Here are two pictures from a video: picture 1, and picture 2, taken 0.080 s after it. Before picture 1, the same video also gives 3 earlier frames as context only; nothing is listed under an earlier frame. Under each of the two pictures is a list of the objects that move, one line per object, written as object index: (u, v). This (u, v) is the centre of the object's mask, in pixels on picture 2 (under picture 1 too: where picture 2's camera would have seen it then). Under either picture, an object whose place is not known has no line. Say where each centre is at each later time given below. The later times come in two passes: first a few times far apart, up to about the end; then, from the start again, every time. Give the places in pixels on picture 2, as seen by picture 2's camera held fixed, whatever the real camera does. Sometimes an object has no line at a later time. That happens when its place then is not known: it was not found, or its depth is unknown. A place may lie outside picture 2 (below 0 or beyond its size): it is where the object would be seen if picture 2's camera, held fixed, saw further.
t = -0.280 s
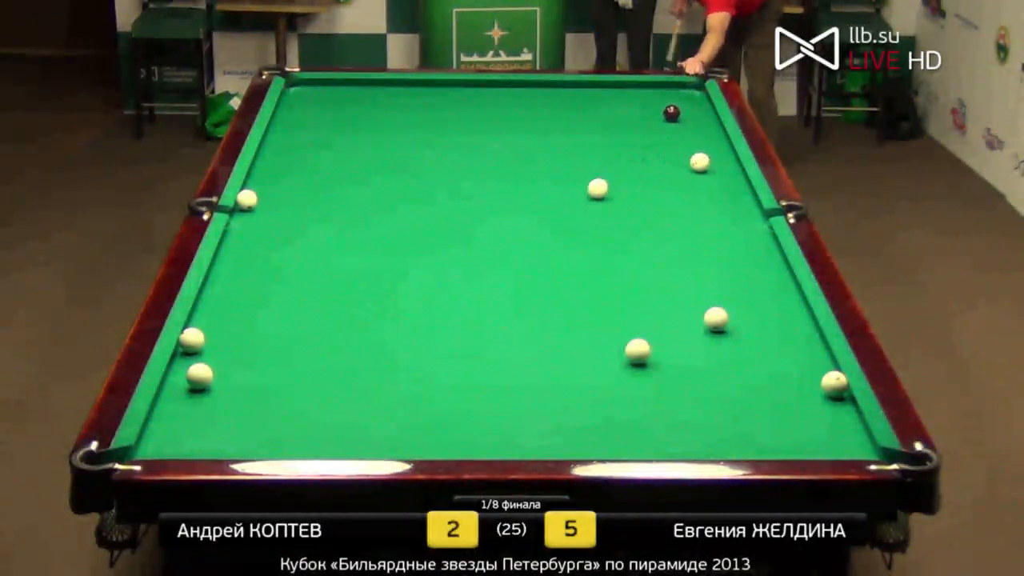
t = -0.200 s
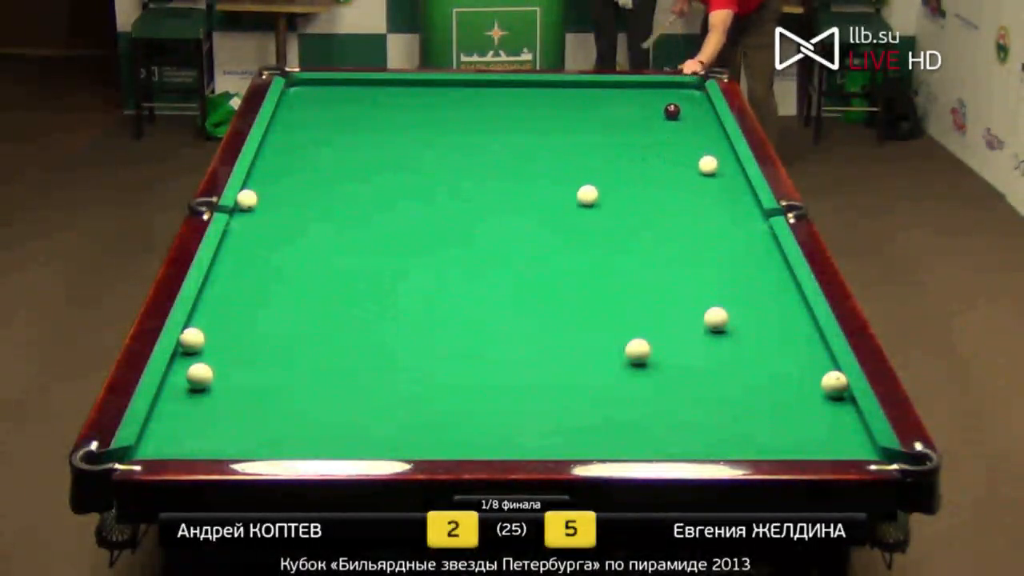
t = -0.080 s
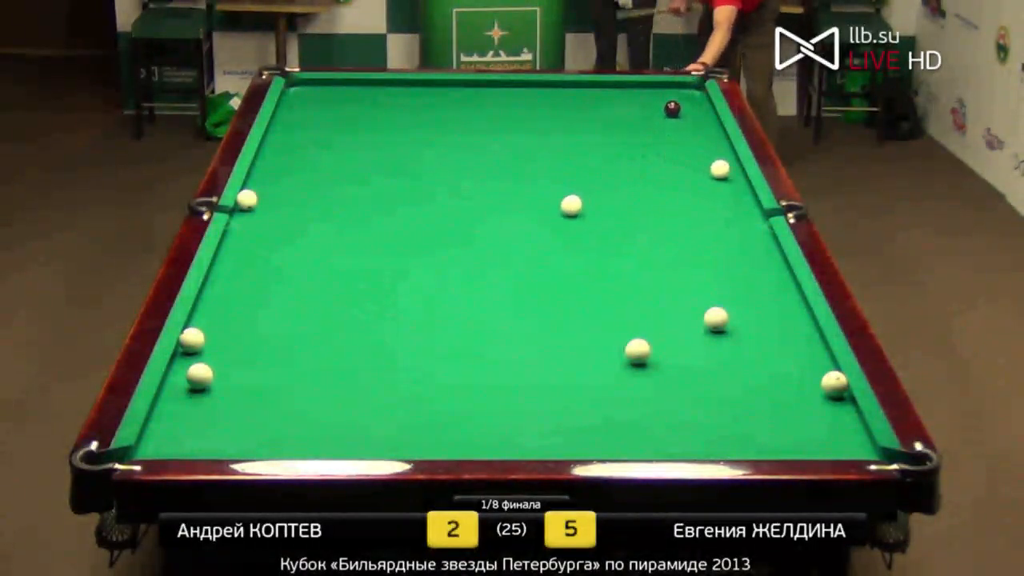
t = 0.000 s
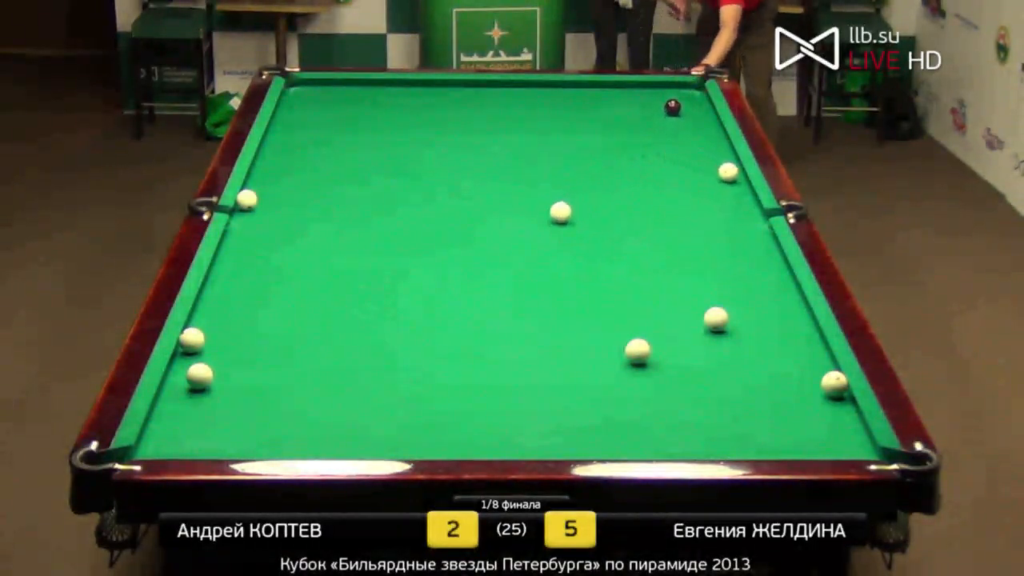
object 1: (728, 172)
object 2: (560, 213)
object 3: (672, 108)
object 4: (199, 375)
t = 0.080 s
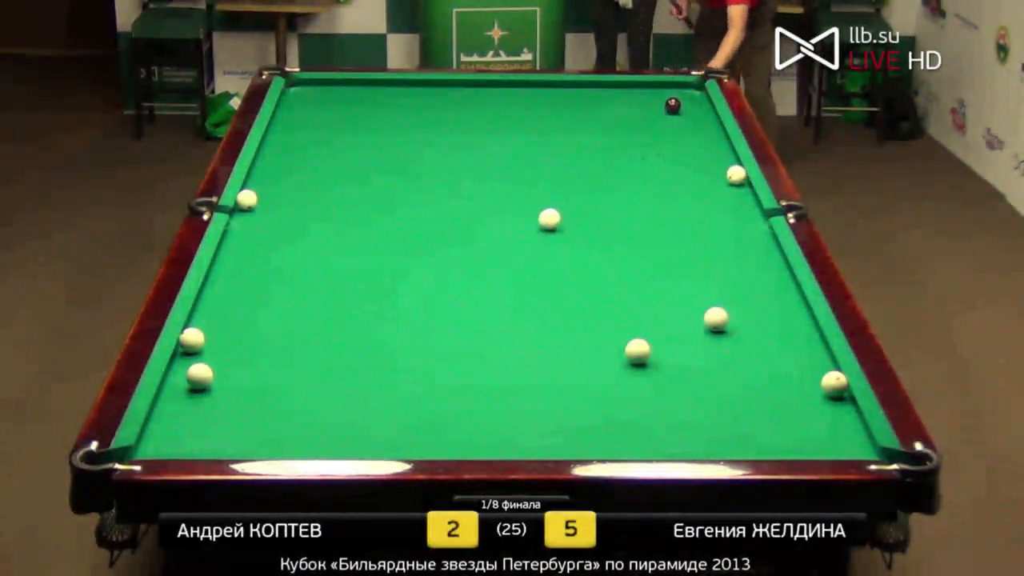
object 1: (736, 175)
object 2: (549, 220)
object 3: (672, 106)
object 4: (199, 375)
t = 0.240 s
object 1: (733, 179)
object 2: (526, 234)
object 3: (673, 102)
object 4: (199, 376)
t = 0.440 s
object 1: (727, 184)
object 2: (496, 253)
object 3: (673, 99)
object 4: (200, 375)
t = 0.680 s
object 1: (719, 190)
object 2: (458, 277)
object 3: (673, 96)
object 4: (200, 375)
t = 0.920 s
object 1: (712, 196)
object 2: (418, 302)
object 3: (673, 91)
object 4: (200, 375)
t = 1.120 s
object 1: (706, 201)
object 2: (382, 325)
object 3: (673, 89)
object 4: (200, 375)
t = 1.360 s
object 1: (699, 206)
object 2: (336, 353)
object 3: (673, 85)
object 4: (200, 375)
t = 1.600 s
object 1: (692, 211)
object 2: (288, 383)
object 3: (676, 85)
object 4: (199, 375)
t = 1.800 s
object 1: (686, 215)
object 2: (245, 410)
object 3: (679, 86)
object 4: (199, 375)
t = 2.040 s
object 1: (679, 220)
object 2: (191, 440)
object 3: (683, 88)
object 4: (199, 375)
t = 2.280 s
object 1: (673, 224)
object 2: (162, 435)
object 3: (685, 89)
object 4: (199, 375)
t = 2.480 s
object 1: (669, 227)
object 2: (164, 422)
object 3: (687, 89)
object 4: (199, 375)
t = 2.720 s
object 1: (663, 232)
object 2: (187, 404)
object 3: (690, 89)
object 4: (199, 375)
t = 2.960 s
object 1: (658, 235)
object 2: (207, 388)
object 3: (691, 90)
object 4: (198, 372)
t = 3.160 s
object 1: (655, 238)
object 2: (225, 382)
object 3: (692, 90)
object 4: (196, 373)
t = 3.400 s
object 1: (651, 241)
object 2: (252, 373)
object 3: (692, 90)
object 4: (191, 369)
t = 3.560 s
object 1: (648, 243)
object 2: (267, 369)
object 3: (692, 90)
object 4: (187, 367)
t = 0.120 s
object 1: (738, 176)
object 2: (544, 224)
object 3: (673, 105)
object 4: (200, 375)
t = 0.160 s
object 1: (736, 177)
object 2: (538, 227)
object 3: (673, 104)
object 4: (199, 375)
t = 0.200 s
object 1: (735, 178)
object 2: (532, 231)
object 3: (673, 103)
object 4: (199, 375)
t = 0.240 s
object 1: (733, 179)
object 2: (526, 234)
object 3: (673, 102)
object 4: (199, 376)
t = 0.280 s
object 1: (732, 180)
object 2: (521, 238)
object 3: (673, 102)
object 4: (199, 375)
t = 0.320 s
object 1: (731, 181)
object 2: (514, 242)
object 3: (673, 101)
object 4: (199, 375)
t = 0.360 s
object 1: (729, 182)
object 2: (508, 245)
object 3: (673, 100)
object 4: (200, 375)
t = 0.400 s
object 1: (728, 183)
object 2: (502, 249)
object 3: (673, 100)
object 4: (199, 375)
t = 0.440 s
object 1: (727, 184)
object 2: (496, 253)
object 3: (673, 99)
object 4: (200, 375)
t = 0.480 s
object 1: (726, 185)
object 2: (490, 257)
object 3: (673, 99)
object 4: (200, 375)
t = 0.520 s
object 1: (724, 186)
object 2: (484, 261)
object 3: (673, 98)
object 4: (199, 375)
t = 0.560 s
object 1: (723, 187)
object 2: (477, 265)
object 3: (673, 97)
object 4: (199, 375)
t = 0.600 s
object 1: (722, 189)
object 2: (471, 269)
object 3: (673, 97)
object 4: (200, 375)
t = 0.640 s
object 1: (720, 189)
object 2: (464, 273)
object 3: (673, 96)
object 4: (200, 375)
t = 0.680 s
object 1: (719, 190)
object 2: (458, 277)
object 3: (673, 96)
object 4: (200, 375)
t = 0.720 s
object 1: (718, 191)
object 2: (451, 281)
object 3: (673, 95)
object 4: (200, 375)
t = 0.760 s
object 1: (717, 192)
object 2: (445, 285)
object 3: (673, 94)
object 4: (199, 375)
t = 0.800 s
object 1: (716, 193)
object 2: (438, 290)
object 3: (673, 93)
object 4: (200, 375)
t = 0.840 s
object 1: (714, 194)
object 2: (431, 294)
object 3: (673, 92)
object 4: (200, 375)
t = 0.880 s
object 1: (713, 195)
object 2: (424, 298)
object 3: (673, 92)
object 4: (199, 375)
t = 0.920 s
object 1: (712, 196)
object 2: (418, 302)
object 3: (673, 91)
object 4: (200, 375)
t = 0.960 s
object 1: (711, 197)
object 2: (411, 307)
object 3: (673, 91)
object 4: (200, 375)
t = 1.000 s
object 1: (709, 197)
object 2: (403, 311)
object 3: (673, 91)
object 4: (199, 375)
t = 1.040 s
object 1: (708, 199)
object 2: (396, 316)
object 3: (672, 90)
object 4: (199, 375)
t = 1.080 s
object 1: (707, 200)
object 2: (389, 320)
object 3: (673, 89)
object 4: (200, 375)
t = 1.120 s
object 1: (706, 201)
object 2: (382, 325)
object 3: (673, 89)
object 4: (200, 375)
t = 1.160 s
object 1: (704, 201)
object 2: (375, 329)
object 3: (673, 88)
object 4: (200, 375)
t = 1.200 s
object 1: (703, 203)
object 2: (367, 334)
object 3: (673, 87)
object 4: (200, 375)
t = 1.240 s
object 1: (702, 203)
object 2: (359, 339)
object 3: (673, 87)
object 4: (200, 375)
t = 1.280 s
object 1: (701, 204)
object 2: (352, 343)
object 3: (673, 86)
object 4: (200, 375)
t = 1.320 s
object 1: (700, 205)
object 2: (344, 348)
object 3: (673, 86)
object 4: (199, 375)
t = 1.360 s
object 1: (699, 206)
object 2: (336, 353)
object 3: (673, 85)
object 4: (200, 375)
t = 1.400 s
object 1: (698, 206)
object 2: (329, 358)
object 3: (673, 85)
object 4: (200, 375)
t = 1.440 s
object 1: (696, 208)
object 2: (321, 363)
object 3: (673, 84)
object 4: (200, 375)
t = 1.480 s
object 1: (695, 209)
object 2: (313, 368)
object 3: (673, 84)
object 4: (200, 375)
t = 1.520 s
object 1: (694, 209)
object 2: (304, 372)
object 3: (674, 84)
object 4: (200, 375)
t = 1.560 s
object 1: (693, 210)
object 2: (296, 378)
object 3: (675, 85)
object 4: (199, 375)
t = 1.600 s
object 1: (692, 211)
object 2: (288, 383)
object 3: (676, 85)
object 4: (199, 375)
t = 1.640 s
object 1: (690, 212)
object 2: (280, 388)
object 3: (676, 85)
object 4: (199, 375)
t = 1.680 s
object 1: (689, 213)
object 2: (271, 393)
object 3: (677, 86)
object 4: (199, 375)
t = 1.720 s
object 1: (688, 214)
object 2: (263, 399)
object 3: (678, 86)
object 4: (199, 375)
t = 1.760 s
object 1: (687, 214)
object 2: (254, 404)
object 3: (679, 86)
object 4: (199, 375)
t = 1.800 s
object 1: (686, 215)
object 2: (245, 410)
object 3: (679, 86)
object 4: (199, 375)
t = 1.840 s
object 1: (685, 216)
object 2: (236, 415)
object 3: (680, 87)
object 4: (199, 375)
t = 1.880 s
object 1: (684, 217)
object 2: (228, 421)
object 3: (680, 87)
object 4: (199, 375)
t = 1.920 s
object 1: (683, 217)
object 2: (219, 427)
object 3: (681, 87)
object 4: (199, 375)
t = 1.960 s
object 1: (681, 218)
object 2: (209, 432)
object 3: (681, 87)
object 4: (199, 375)
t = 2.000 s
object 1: (680, 219)
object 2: (200, 437)
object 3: (682, 87)
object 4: (199, 375)
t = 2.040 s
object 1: (679, 220)
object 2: (191, 440)
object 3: (683, 88)
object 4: (199, 375)
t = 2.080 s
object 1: (678, 221)
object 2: (182, 444)
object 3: (683, 88)
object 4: (199, 375)
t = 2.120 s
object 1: (677, 221)
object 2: (175, 445)
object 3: (684, 88)
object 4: (199, 375)
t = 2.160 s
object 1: (676, 222)
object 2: (172, 442)
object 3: (684, 88)
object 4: (199, 375)
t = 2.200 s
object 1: (675, 223)
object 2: (169, 440)
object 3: (685, 88)
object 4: (199, 375)
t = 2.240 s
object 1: (674, 223)
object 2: (165, 438)
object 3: (685, 88)
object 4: (199, 375)
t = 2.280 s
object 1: (673, 224)
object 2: (162, 435)
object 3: (685, 89)
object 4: (199, 375)
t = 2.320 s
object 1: (672, 225)
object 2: (159, 432)
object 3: (686, 89)
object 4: (199, 375)
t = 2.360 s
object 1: (671, 225)
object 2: (155, 429)
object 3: (686, 89)
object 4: (199, 375)
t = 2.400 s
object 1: (670, 226)
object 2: (158, 426)
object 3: (687, 89)
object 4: (199, 375)
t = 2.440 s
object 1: (669, 227)
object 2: (162, 423)
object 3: (687, 89)
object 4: (199, 375)
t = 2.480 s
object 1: (669, 227)
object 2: (164, 422)
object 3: (687, 89)
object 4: (199, 375)
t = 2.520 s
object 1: (668, 228)
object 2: (169, 417)
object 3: (688, 89)
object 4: (199, 375)
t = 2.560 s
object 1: (667, 229)
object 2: (173, 414)
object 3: (689, 89)
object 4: (199, 375)
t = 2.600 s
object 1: (666, 230)
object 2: (177, 411)
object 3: (689, 89)
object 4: (199, 375)
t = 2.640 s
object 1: (665, 230)
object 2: (180, 409)
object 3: (689, 89)
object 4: (199, 375)
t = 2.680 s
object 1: (664, 231)
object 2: (184, 406)
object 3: (690, 89)
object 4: (199, 375)
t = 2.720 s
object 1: (663, 232)
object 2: (187, 404)
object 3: (690, 89)
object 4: (199, 375)
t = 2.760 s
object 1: (662, 232)
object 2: (191, 402)
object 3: (690, 90)
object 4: (200, 375)
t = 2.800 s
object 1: (661, 233)
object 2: (194, 399)
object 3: (690, 89)
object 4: (200, 374)
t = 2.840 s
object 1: (661, 234)
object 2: (197, 396)
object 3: (691, 90)
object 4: (200, 373)
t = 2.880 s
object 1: (660, 234)
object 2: (201, 394)
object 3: (691, 90)
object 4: (199, 372)
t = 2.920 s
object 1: (659, 235)
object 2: (204, 391)
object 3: (691, 90)
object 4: (199, 372)
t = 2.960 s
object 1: (658, 235)
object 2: (207, 388)
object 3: (691, 90)
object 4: (198, 372)
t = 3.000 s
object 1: (658, 236)
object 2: (210, 387)
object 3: (691, 90)
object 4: (197, 371)
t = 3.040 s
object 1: (657, 236)
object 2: (215, 385)
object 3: (691, 90)
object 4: (197, 371)
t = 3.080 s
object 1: (656, 237)
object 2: (219, 383)
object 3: (691, 90)
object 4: (197, 373)
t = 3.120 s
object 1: (655, 237)
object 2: (223, 382)
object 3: (691, 90)
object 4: (197, 373)
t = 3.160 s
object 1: (655, 238)
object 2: (225, 382)
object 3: (692, 90)
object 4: (196, 373)
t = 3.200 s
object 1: (654, 239)
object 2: (231, 380)
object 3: (692, 90)
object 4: (195, 372)
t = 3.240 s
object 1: (653, 239)
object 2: (235, 378)
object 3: (692, 90)
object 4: (194, 371)
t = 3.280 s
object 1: (653, 239)
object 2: (240, 377)
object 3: (692, 90)
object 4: (193, 369)
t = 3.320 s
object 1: (652, 240)
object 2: (244, 376)
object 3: (692, 90)
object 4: (192, 371)
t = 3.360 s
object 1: (651, 240)
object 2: (245, 375)
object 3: (692, 90)
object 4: (192, 370)
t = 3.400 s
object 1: (651, 241)
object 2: (252, 373)
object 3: (692, 90)
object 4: (191, 369)
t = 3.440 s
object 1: (650, 242)
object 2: (255, 372)
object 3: (692, 90)
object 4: (190, 369)
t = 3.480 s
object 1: (650, 242)
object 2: (259, 371)
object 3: (692, 90)
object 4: (189, 368)
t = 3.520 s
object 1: (649, 242)
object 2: (263, 370)
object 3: (692, 90)
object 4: (188, 368)
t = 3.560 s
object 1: (648, 243)
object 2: (267, 369)
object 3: (692, 90)
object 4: (187, 367)
